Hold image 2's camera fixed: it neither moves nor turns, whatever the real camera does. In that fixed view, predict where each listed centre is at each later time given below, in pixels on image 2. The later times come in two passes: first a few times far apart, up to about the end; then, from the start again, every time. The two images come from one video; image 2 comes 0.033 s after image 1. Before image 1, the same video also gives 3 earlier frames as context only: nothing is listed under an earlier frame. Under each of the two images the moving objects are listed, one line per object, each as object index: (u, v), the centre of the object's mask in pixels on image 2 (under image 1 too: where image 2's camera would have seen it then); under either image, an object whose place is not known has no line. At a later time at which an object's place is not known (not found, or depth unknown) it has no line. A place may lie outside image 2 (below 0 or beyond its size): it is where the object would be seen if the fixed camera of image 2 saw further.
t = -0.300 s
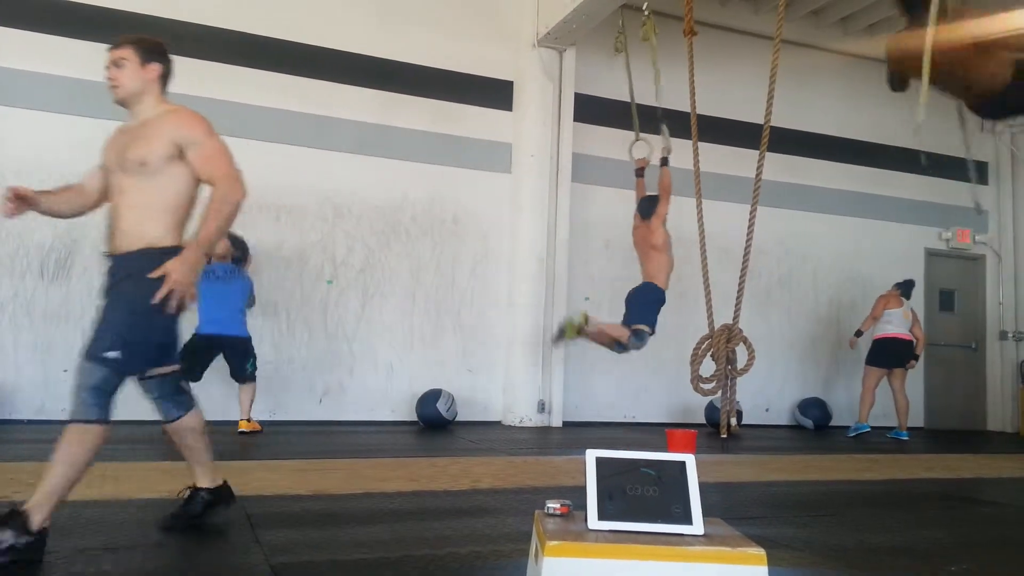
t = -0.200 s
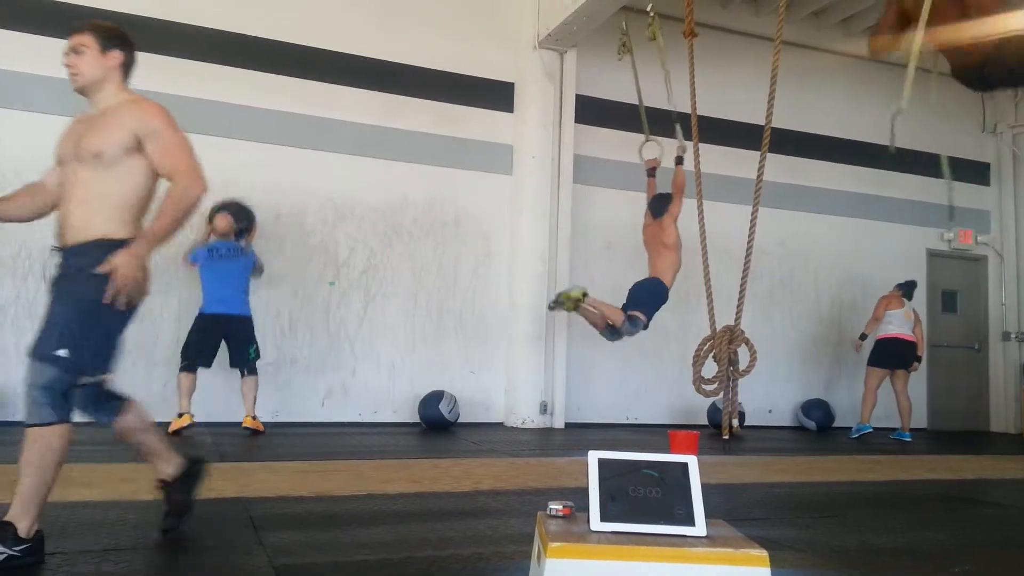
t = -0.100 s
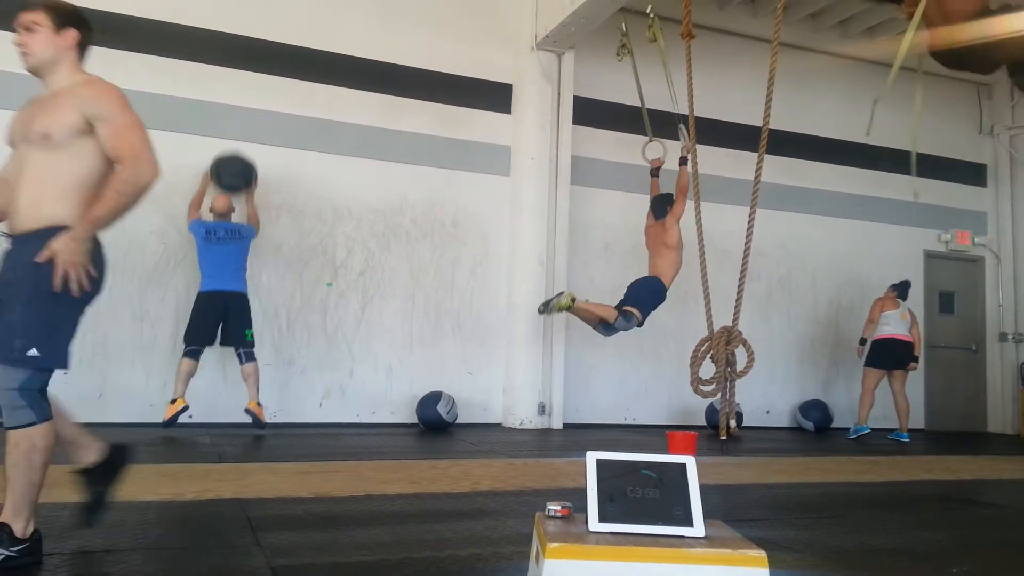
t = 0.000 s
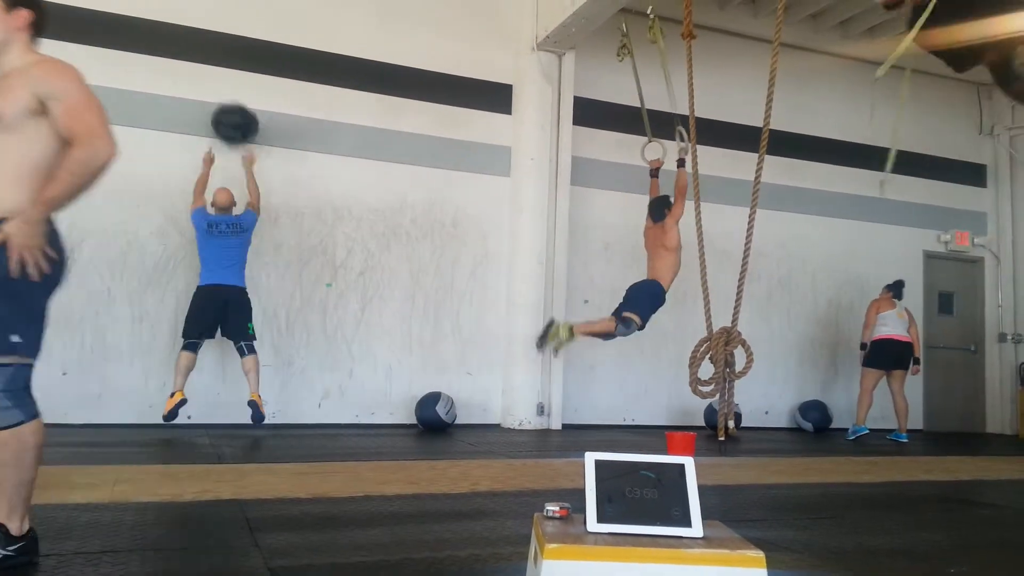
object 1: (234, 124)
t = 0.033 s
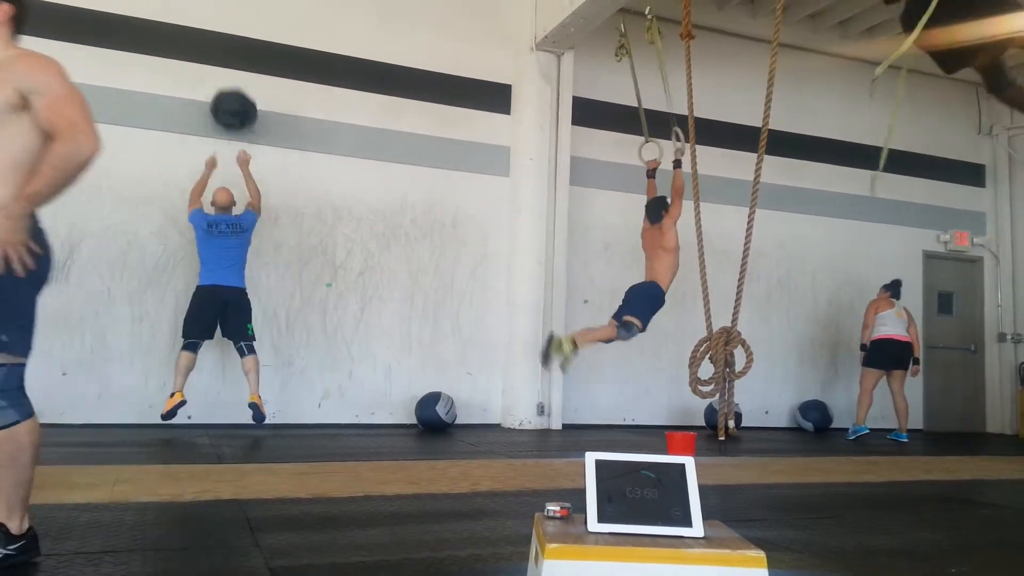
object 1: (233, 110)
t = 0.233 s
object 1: (231, 53)
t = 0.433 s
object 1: (231, 44)
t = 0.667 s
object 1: (227, 94)
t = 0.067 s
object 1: (233, 98)
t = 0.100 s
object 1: (233, 86)
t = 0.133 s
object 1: (233, 76)
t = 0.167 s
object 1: (232, 67)
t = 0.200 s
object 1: (231, 60)
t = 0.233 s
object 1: (231, 53)
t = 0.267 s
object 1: (231, 48)
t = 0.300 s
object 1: (231, 45)
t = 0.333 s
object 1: (231, 43)
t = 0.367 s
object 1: (231, 42)
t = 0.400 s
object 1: (231, 42)
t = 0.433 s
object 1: (231, 44)
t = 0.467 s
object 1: (230, 47)
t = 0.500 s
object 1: (230, 50)
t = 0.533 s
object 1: (229, 56)
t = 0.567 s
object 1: (229, 64)
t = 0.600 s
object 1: (229, 73)
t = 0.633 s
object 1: (228, 84)
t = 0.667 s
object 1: (227, 94)
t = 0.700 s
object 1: (226, 108)
